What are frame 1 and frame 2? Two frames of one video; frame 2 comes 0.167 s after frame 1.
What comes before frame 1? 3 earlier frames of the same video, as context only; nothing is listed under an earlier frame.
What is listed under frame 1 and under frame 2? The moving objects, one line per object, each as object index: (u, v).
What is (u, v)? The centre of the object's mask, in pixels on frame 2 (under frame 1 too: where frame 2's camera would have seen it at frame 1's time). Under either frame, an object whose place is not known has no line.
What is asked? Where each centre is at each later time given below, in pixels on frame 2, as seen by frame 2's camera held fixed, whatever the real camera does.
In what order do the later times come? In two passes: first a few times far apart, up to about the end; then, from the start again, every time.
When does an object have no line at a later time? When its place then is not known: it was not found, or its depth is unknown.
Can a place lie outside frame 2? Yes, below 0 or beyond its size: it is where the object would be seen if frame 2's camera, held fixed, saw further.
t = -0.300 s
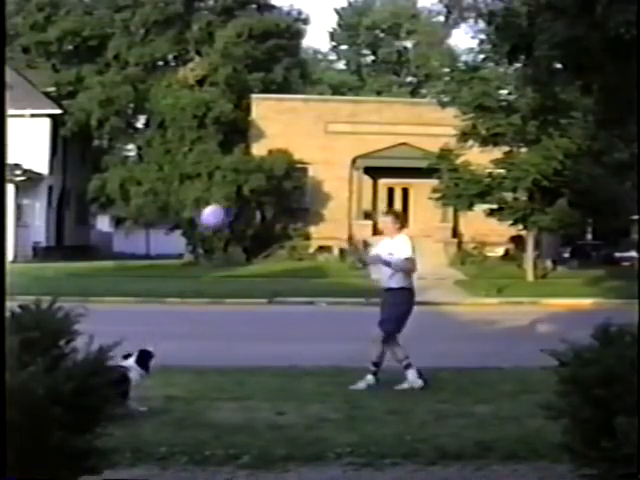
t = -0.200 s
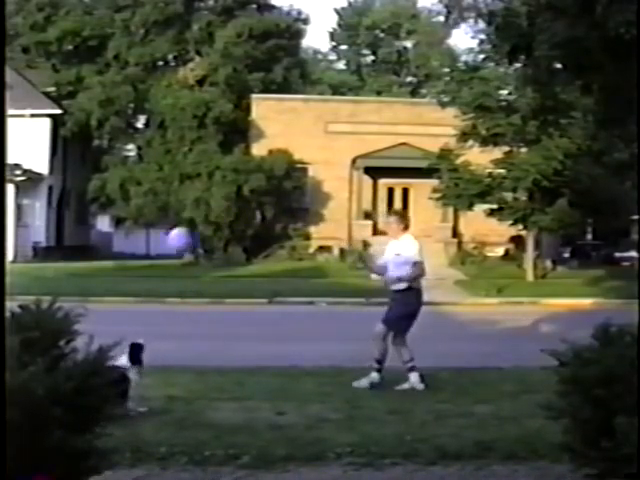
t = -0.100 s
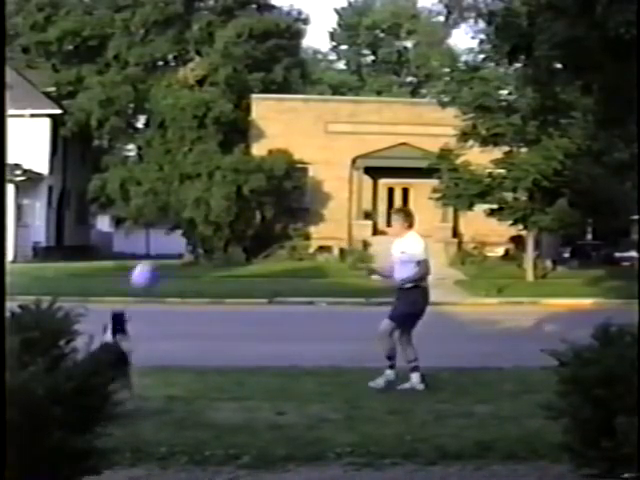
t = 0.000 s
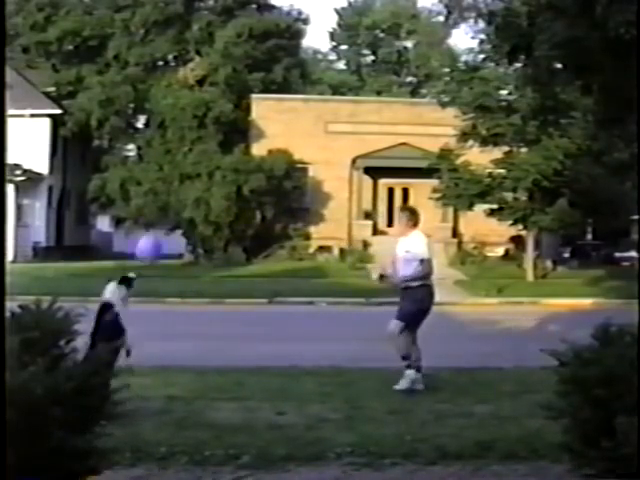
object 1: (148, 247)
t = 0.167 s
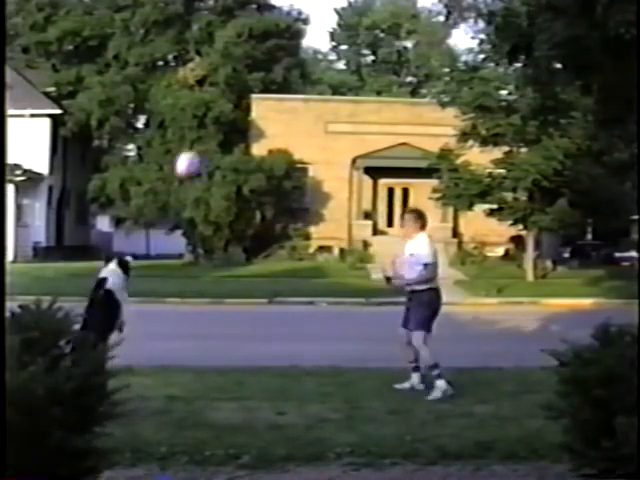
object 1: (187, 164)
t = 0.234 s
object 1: (201, 142)
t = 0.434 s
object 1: (235, 114)
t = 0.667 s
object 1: (265, 134)
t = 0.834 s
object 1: (284, 178)
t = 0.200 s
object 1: (194, 152)
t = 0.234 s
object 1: (201, 142)
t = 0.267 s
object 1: (208, 134)
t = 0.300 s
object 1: (214, 128)
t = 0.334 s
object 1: (220, 122)
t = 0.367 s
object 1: (225, 118)
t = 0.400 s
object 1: (231, 116)
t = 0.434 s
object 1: (235, 114)
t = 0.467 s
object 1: (239, 114)
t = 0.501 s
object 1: (244, 115)
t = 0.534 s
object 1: (249, 116)
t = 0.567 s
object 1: (253, 119)
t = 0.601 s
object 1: (257, 124)
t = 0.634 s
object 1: (261, 129)
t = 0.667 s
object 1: (265, 134)
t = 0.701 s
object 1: (269, 141)
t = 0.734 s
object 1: (272, 149)
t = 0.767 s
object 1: (277, 160)
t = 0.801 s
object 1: (280, 167)
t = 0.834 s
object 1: (284, 178)
